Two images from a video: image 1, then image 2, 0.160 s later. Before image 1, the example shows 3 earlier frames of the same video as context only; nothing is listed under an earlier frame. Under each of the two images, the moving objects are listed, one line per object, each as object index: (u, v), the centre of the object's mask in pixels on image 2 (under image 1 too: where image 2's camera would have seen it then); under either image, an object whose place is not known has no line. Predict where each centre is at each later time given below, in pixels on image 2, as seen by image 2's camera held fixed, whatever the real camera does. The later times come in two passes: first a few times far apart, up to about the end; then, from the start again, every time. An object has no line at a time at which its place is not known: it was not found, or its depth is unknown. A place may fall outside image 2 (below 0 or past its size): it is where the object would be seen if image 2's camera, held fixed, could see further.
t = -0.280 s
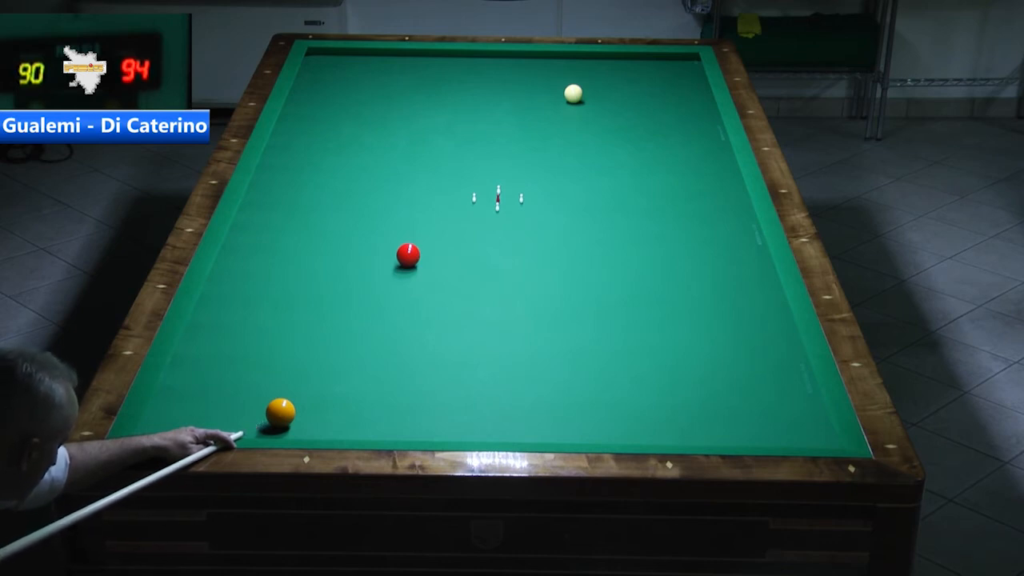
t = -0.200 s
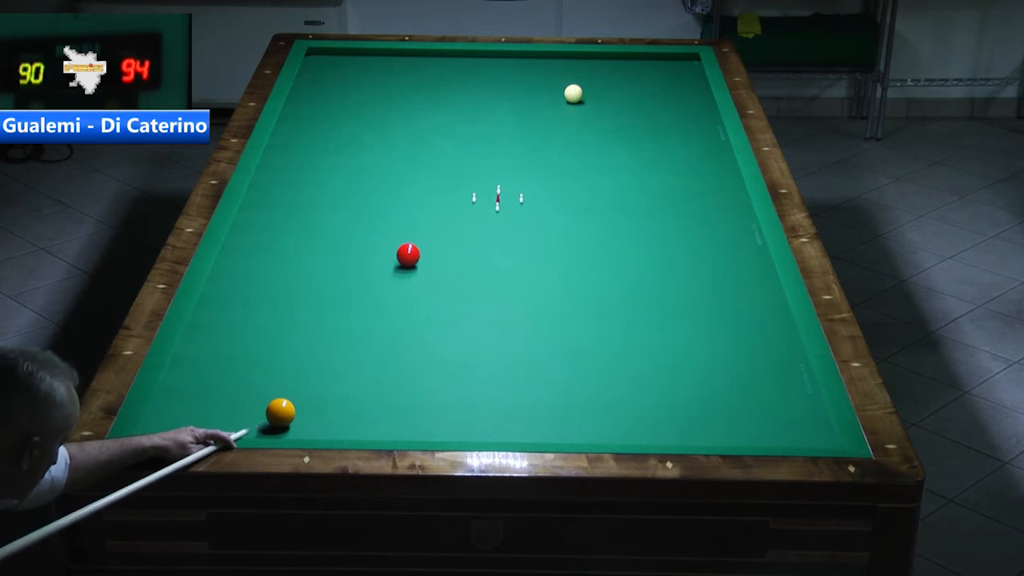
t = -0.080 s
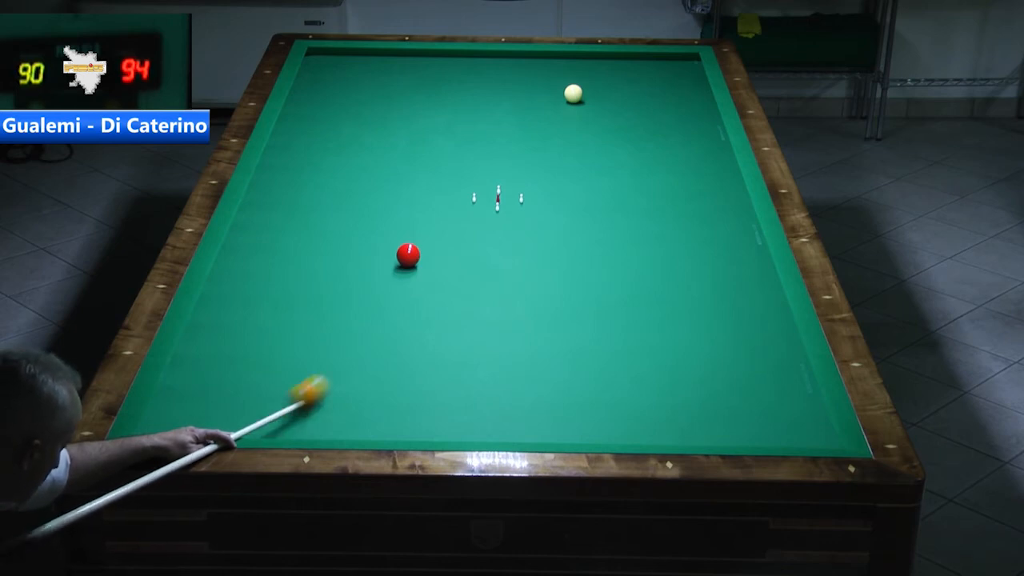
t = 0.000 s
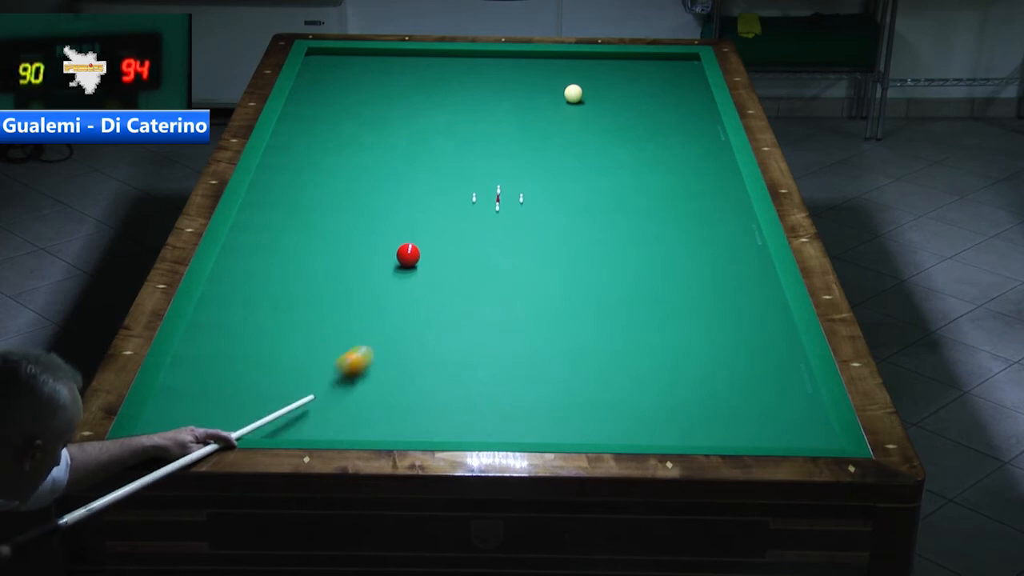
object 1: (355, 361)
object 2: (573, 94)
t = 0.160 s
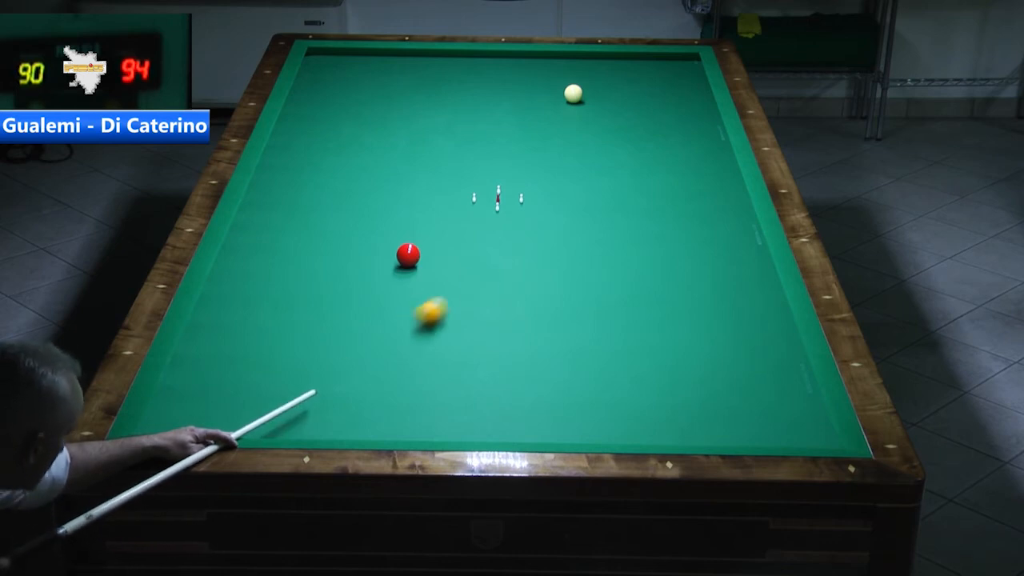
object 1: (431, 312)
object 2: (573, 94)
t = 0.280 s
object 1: (481, 280)
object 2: (573, 94)
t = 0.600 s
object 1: (595, 208)
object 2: (573, 94)
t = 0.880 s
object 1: (676, 156)
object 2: (573, 94)
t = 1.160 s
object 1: (686, 114)
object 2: (573, 94)
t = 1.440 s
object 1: (638, 83)
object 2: (573, 94)
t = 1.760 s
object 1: (597, 57)
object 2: (573, 94)
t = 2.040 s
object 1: (588, 74)
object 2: (573, 94)
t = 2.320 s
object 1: (579, 85)
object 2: (573, 94)
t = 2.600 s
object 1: (577, 91)
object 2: (564, 104)
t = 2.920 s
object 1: (576, 95)
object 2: (554, 116)
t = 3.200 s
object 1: (575, 97)
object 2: (546, 125)
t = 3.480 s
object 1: (575, 100)
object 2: (538, 134)
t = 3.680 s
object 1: (575, 101)
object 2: (531, 142)
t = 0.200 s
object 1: (449, 301)
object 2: (573, 94)
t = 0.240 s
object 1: (465, 291)
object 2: (573, 94)
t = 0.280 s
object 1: (481, 280)
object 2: (573, 94)
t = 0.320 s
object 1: (497, 271)
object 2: (573, 94)
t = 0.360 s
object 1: (512, 261)
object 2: (573, 94)
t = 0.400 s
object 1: (527, 251)
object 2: (573, 94)
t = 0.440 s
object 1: (541, 242)
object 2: (573, 94)
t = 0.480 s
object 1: (555, 233)
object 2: (573, 94)
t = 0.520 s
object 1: (569, 225)
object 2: (573, 94)
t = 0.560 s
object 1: (582, 216)
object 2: (573, 94)
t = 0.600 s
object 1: (595, 208)
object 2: (573, 94)
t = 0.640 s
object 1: (607, 200)
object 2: (573, 94)
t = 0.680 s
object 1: (619, 192)
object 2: (573, 94)
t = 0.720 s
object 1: (631, 184)
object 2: (573, 94)
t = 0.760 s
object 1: (643, 177)
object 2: (573, 94)
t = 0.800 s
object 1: (654, 170)
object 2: (573, 94)
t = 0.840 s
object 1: (665, 163)
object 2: (573, 94)
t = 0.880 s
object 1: (676, 156)
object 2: (573, 94)
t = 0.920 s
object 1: (686, 149)
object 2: (573, 94)
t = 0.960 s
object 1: (696, 142)
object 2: (573, 94)
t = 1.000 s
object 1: (706, 136)
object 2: (573, 94)
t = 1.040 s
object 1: (714, 130)
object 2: (573, 94)
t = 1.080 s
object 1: (706, 124)
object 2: (573, 94)
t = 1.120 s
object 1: (695, 119)
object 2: (573, 94)
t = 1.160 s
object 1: (686, 114)
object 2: (573, 94)
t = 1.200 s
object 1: (677, 110)
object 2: (573, 94)
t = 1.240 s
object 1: (670, 105)
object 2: (573, 94)
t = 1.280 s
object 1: (663, 100)
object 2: (573, 94)
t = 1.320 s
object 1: (657, 96)
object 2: (573, 94)
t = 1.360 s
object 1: (650, 92)
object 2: (573, 94)
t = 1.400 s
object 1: (644, 87)
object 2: (573, 94)
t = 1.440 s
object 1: (638, 83)
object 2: (573, 94)
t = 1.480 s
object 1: (633, 79)
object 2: (573, 94)
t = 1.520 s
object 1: (627, 75)
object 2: (573, 94)
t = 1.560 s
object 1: (621, 71)
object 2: (573, 94)
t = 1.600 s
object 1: (616, 67)
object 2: (573, 94)
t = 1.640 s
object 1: (610, 63)
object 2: (573, 94)
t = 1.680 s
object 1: (604, 59)
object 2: (573, 94)
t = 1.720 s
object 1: (599, 56)
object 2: (573, 94)
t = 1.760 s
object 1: (597, 57)
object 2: (573, 94)
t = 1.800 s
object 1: (596, 60)
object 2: (573, 94)
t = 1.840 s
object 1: (595, 62)
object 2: (573, 94)
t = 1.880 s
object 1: (594, 65)
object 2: (573, 94)
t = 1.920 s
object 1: (592, 67)
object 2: (573, 94)
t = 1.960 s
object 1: (591, 69)
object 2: (573, 94)
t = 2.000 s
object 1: (589, 72)
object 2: (573, 94)
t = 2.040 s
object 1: (588, 74)
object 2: (573, 94)
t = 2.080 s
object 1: (586, 75)
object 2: (573, 94)
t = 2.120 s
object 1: (585, 77)
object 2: (573, 94)
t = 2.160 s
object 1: (584, 80)
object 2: (573, 94)
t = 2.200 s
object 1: (583, 81)
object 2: (573, 94)
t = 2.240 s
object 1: (581, 82)
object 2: (573, 94)
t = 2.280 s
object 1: (581, 84)
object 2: (573, 94)
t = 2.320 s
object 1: (579, 85)
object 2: (573, 94)
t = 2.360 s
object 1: (579, 86)
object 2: (571, 96)
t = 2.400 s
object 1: (579, 87)
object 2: (570, 97)
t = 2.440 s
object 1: (578, 88)
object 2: (568, 99)
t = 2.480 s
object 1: (578, 89)
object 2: (567, 100)
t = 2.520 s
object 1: (577, 89)
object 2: (566, 102)
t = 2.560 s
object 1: (577, 90)
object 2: (565, 103)
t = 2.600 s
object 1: (577, 91)
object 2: (564, 104)
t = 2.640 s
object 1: (576, 91)
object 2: (562, 106)
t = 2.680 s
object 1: (576, 92)
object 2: (561, 107)
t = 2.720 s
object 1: (576, 92)
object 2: (560, 108)
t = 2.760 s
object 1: (576, 93)
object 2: (559, 110)
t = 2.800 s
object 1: (576, 94)
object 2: (558, 112)
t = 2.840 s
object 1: (576, 94)
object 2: (556, 113)
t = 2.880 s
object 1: (576, 94)
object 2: (555, 114)
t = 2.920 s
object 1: (576, 95)
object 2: (554, 116)
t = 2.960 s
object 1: (576, 95)
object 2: (553, 117)
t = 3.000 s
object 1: (576, 96)
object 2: (552, 118)
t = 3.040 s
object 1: (576, 96)
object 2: (550, 120)
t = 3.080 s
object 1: (576, 96)
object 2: (549, 121)
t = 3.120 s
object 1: (576, 97)
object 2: (548, 122)
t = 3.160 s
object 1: (576, 97)
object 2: (547, 124)
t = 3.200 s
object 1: (575, 97)
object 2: (546, 125)
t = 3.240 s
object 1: (575, 98)
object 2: (545, 127)
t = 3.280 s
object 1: (575, 98)
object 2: (543, 128)
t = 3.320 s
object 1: (575, 98)
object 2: (542, 129)
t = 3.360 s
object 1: (575, 99)
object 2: (541, 131)
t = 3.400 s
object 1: (575, 99)
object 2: (540, 132)
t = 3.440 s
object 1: (575, 100)
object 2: (539, 133)
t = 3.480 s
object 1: (575, 100)
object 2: (538, 134)
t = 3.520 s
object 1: (576, 100)
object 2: (536, 136)
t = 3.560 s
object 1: (576, 101)
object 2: (535, 138)
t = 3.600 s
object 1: (576, 101)
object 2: (534, 139)
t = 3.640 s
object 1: (575, 101)
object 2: (533, 140)
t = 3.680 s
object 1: (575, 101)
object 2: (531, 142)
